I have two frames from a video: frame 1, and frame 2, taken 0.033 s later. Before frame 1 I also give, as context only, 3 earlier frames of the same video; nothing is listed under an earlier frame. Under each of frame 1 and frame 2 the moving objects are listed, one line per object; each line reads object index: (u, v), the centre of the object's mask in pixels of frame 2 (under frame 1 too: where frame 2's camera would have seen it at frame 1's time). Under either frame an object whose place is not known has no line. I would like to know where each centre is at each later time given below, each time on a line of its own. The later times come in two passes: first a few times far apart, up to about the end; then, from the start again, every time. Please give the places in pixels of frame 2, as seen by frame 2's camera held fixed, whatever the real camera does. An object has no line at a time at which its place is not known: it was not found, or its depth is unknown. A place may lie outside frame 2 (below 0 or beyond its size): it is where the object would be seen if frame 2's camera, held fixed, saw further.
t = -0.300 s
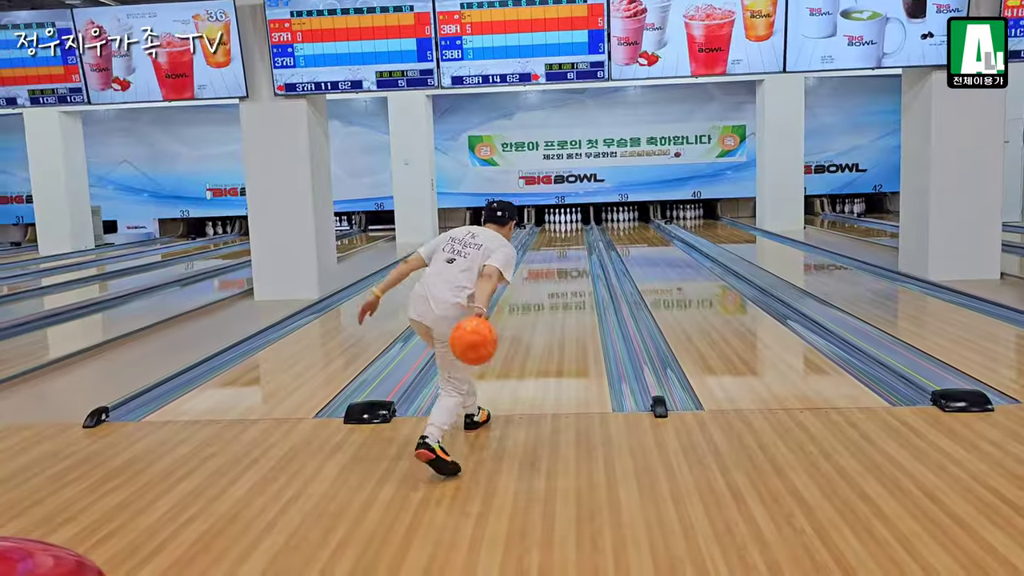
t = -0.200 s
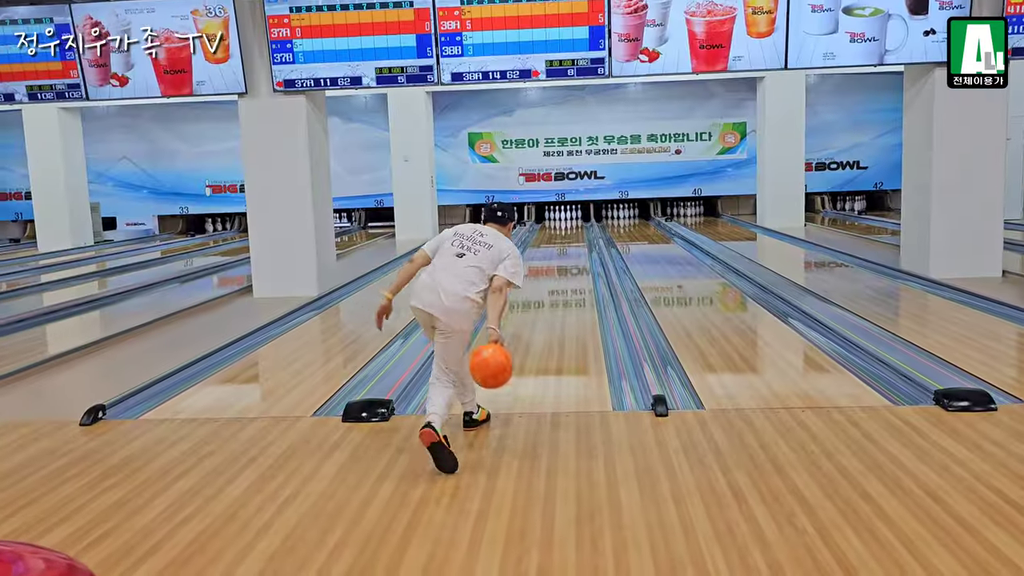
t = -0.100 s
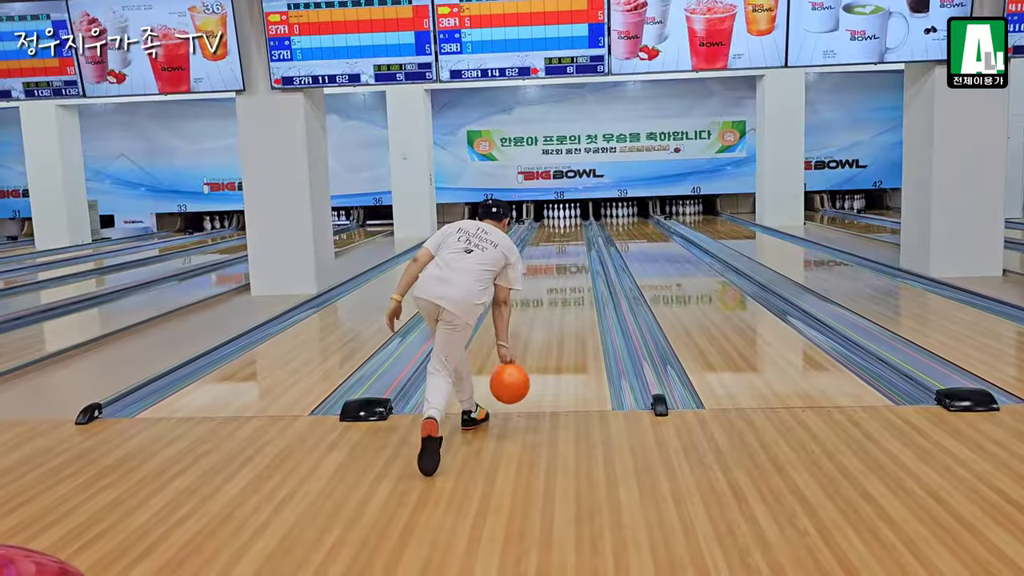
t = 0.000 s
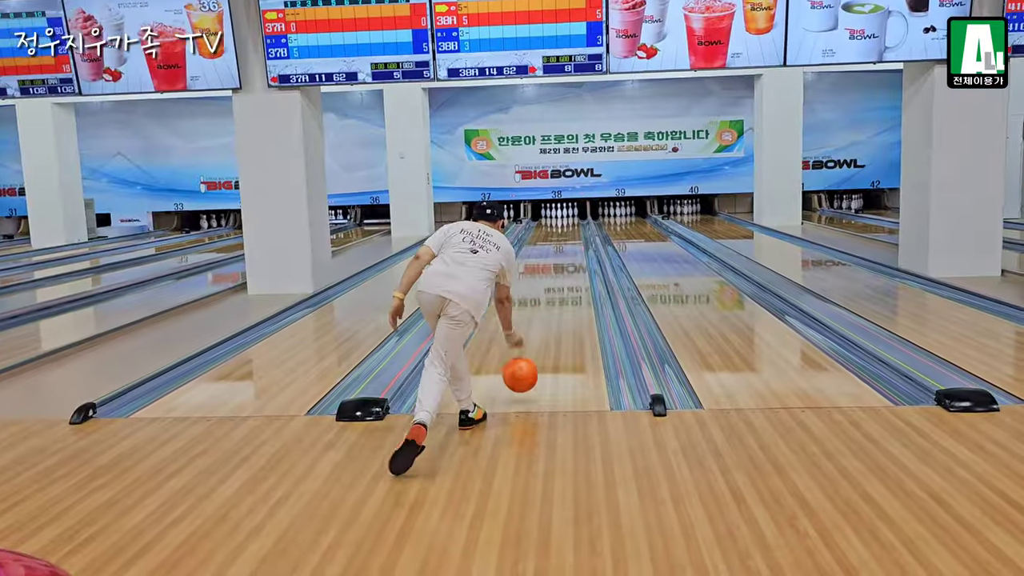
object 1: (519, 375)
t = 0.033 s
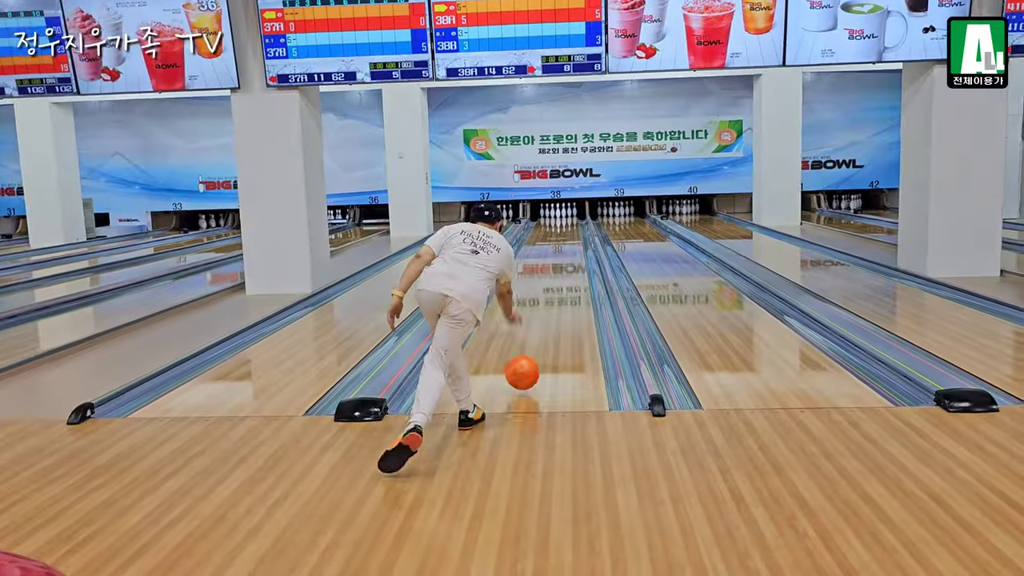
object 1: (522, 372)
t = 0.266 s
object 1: (537, 331)
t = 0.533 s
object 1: (548, 299)
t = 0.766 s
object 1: (555, 280)
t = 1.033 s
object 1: (560, 264)
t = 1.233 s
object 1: (563, 254)
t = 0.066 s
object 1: (525, 367)
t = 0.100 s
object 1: (528, 360)
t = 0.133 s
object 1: (529, 354)
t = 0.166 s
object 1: (531, 348)
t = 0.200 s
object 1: (533, 342)
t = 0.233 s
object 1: (535, 336)
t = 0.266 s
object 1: (537, 331)
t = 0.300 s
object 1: (539, 326)
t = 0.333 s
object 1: (541, 321)
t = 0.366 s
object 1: (542, 316)
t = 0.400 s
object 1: (544, 313)
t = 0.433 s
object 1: (545, 309)
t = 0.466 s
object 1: (546, 305)
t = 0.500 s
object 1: (547, 302)
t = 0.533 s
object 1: (548, 299)
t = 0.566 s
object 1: (549, 296)
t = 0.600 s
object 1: (551, 292)
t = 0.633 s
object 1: (551, 290)
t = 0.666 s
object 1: (552, 287)
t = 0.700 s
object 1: (553, 284)
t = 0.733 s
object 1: (554, 282)
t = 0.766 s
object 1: (555, 280)
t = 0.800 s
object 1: (555, 277)
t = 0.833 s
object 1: (556, 275)
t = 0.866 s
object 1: (557, 272)
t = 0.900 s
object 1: (557, 270)
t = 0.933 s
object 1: (558, 269)
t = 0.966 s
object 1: (559, 267)
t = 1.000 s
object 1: (559, 265)
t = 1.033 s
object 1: (560, 264)
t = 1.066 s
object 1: (560, 261)
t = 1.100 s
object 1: (561, 260)
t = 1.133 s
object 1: (562, 258)
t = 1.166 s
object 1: (562, 257)
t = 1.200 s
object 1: (563, 255)
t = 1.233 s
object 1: (563, 254)
